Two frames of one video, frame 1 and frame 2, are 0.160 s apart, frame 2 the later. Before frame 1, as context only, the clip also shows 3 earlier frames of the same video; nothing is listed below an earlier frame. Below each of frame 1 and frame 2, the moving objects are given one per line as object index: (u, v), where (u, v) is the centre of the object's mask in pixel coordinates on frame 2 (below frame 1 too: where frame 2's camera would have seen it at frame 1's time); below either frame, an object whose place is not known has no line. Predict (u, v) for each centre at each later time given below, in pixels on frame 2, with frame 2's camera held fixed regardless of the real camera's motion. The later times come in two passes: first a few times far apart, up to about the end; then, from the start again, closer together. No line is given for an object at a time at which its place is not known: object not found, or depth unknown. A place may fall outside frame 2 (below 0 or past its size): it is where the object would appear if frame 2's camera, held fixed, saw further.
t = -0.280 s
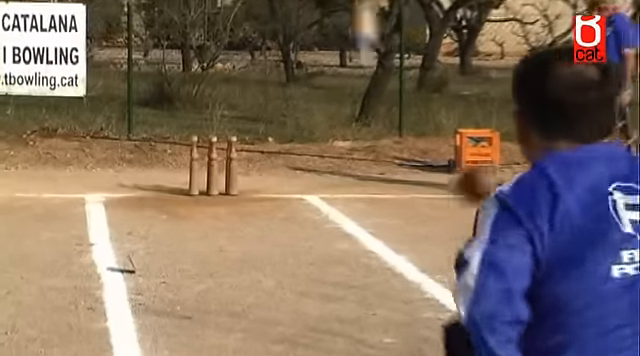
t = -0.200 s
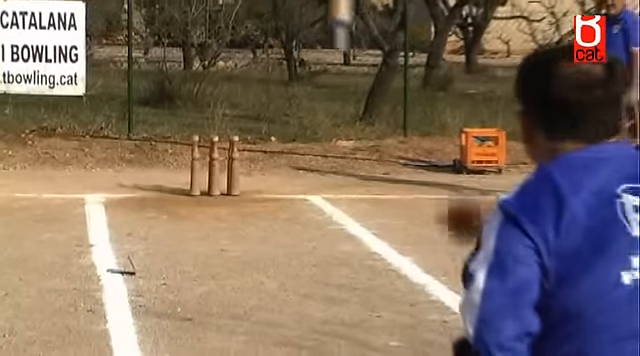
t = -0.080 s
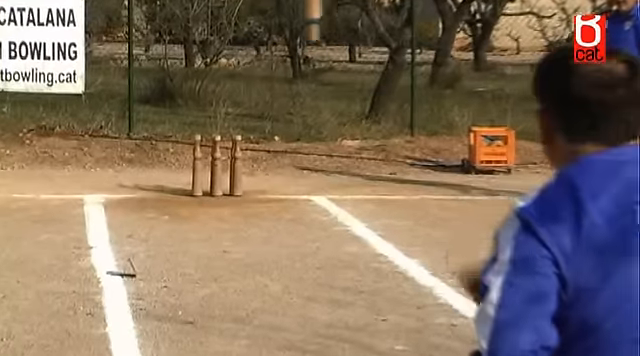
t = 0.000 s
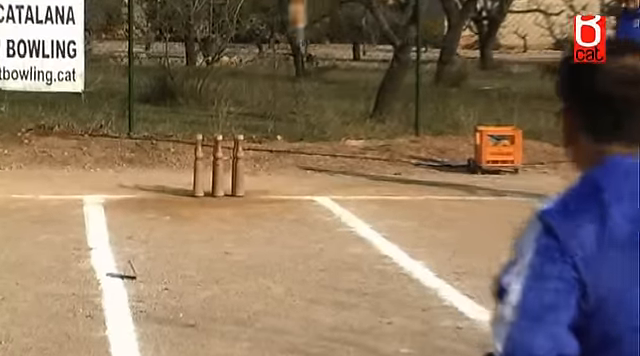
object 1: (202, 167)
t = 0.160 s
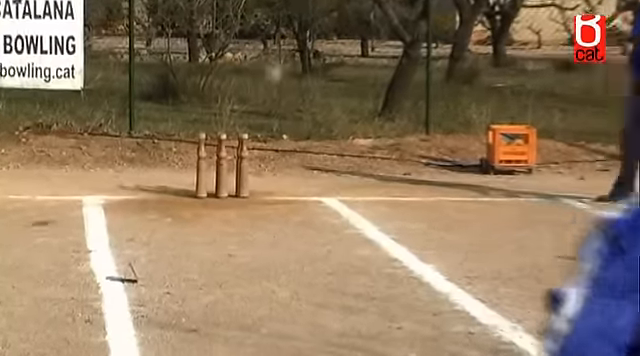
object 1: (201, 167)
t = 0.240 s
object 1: (201, 167)
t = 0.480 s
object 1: (201, 168)
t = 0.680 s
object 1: (200, 165)
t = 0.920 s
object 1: (194, 168)
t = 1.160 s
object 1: (189, 176)
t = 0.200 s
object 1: (201, 167)
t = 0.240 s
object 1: (201, 167)
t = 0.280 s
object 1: (201, 167)
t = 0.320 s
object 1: (201, 167)
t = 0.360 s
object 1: (201, 167)
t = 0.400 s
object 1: (201, 167)
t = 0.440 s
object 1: (201, 168)
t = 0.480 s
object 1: (201, 168)
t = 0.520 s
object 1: (201, 167)
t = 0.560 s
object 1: (201, 167)
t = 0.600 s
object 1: (201, 167)
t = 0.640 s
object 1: (201, 167)
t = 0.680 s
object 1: (200, 165)
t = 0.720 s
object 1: (200, 165)
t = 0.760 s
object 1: (198, 168)
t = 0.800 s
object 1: (197, 169)
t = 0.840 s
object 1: (196, 168)
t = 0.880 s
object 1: (195, 168)
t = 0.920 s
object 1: (194, 168)
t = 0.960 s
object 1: (193, 168)
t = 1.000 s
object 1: (192, 168)
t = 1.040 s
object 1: (191, 167)
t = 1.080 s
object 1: (189, 168)
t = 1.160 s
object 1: (189, 176)
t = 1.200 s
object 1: (187, 177)
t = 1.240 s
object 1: (185, 180)
